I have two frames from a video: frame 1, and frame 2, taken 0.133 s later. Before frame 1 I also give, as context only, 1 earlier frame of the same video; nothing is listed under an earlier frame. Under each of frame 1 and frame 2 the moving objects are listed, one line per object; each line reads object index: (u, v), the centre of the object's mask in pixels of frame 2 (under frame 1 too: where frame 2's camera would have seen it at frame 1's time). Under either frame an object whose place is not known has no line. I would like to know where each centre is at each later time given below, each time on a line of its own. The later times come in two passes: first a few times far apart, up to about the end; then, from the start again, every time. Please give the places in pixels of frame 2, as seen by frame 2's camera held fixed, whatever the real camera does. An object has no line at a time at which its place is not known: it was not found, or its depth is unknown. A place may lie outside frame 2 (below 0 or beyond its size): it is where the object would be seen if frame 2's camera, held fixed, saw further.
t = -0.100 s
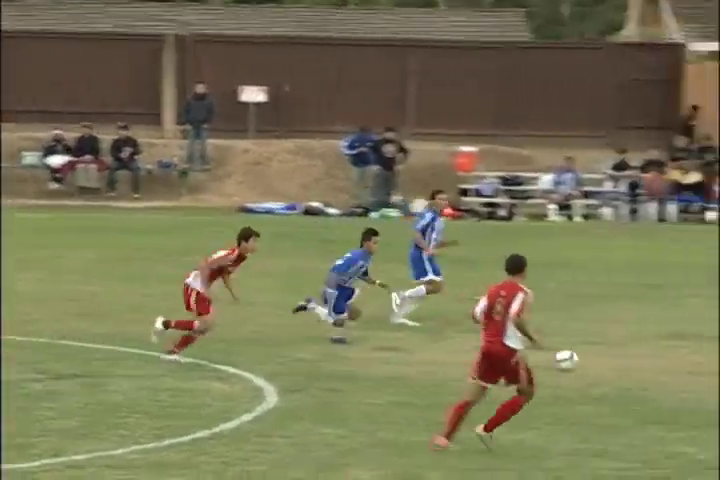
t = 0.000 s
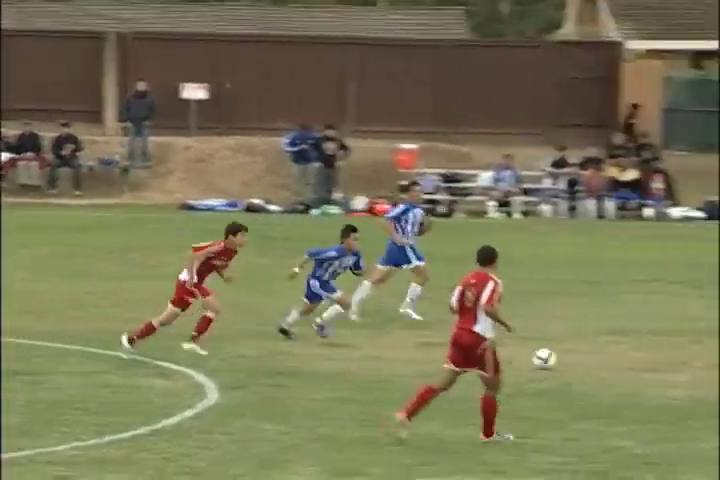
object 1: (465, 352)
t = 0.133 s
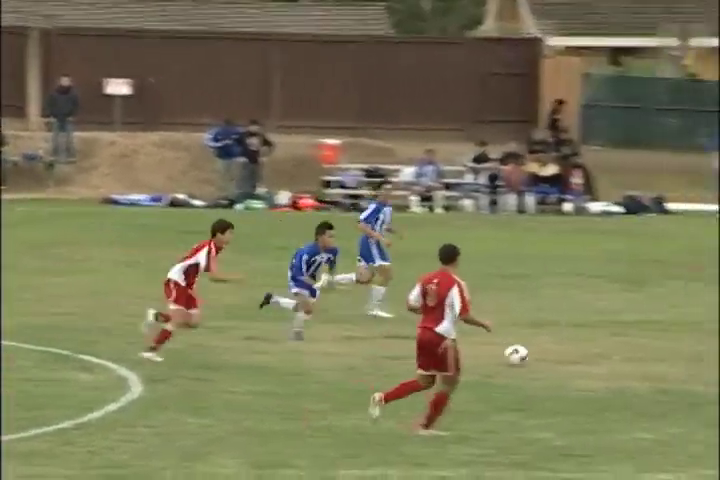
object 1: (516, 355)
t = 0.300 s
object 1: (578, 362)
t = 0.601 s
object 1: (692, 372)
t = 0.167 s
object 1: (529, 357)
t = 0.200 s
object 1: (541, 356)
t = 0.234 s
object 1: (554, 359)
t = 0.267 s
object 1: (566, 359)
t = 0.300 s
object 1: (578, 362)
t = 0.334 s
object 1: (591, 362)
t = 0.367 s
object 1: (604, 363)
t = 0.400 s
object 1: (617, 364)
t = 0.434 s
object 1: (629, 366)
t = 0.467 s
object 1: (643, 368)
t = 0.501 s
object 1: (655, 369)
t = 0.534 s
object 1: (667, 370)
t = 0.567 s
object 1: (680, 371)
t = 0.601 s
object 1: (692, 372)
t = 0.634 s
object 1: (704, 374)
